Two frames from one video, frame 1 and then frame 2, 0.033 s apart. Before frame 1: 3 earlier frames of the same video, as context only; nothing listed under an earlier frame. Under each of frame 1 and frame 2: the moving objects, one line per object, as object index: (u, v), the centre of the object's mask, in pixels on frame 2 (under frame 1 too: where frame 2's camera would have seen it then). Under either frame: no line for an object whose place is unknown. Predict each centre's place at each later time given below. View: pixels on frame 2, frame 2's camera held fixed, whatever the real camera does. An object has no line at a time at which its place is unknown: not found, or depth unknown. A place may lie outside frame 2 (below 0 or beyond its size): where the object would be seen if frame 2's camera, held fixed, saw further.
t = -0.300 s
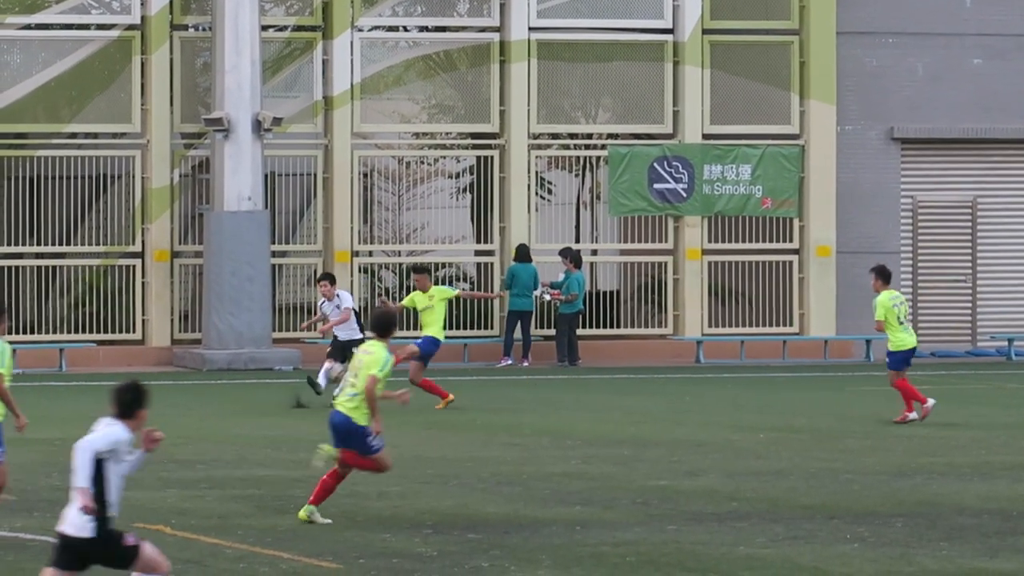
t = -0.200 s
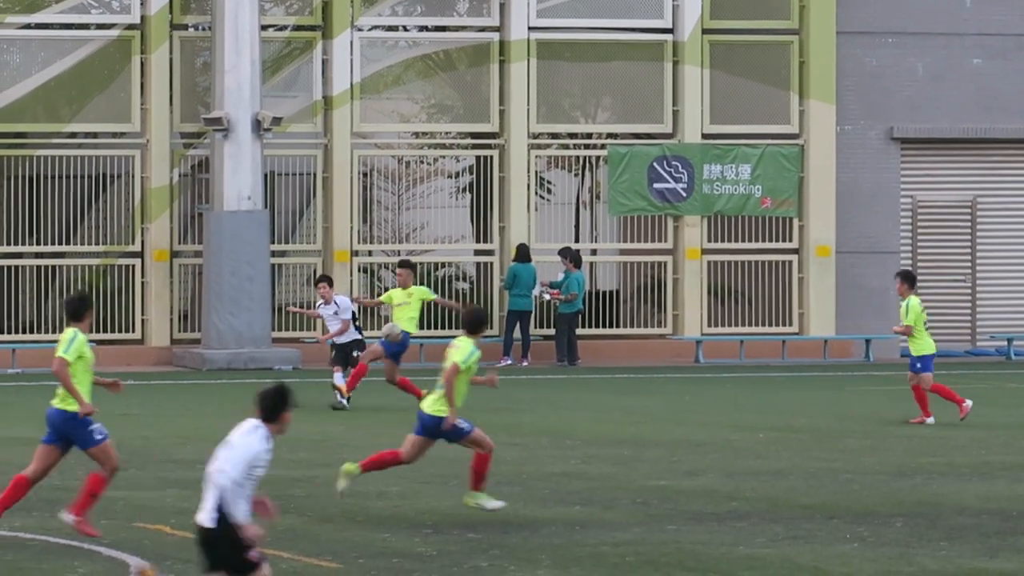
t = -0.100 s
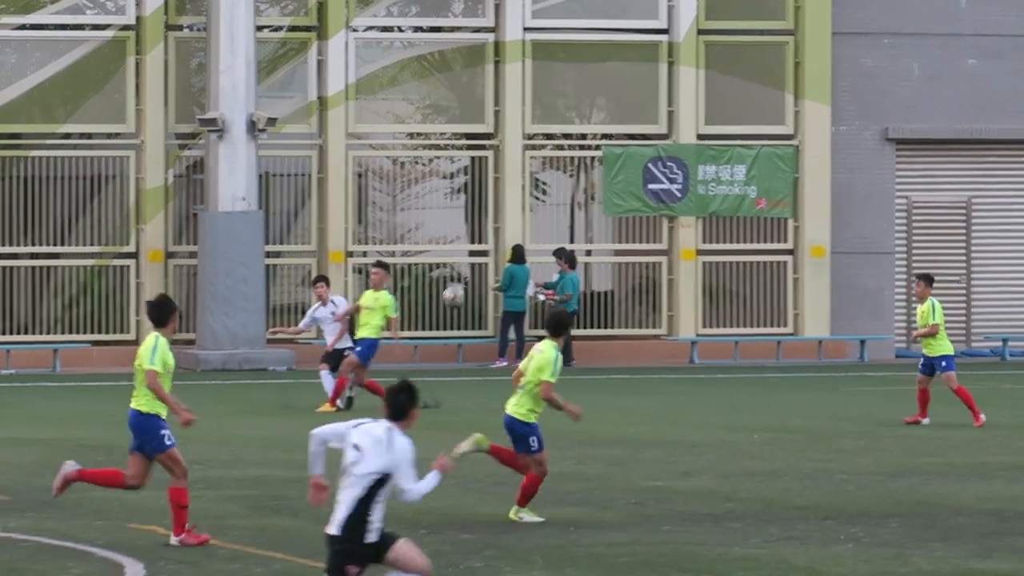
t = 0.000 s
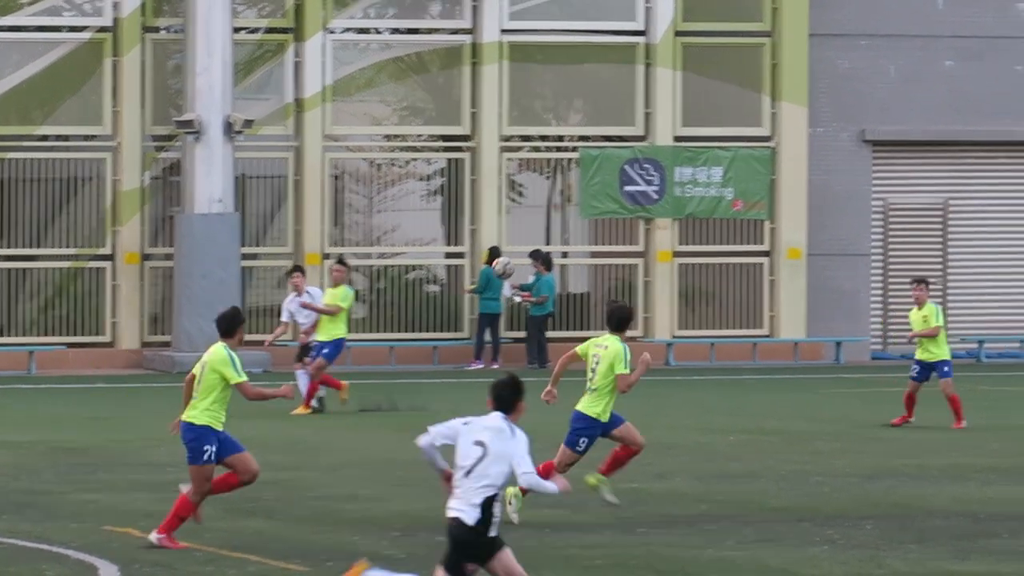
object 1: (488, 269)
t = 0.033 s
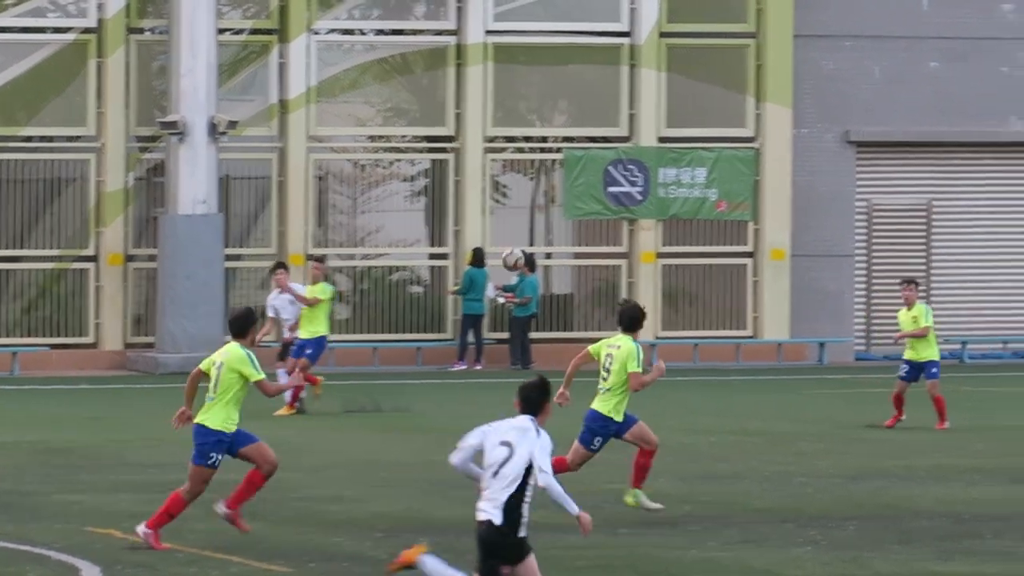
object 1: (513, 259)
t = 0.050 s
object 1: (524, 255)
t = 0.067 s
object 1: (539, 250)
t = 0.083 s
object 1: (552, 247)
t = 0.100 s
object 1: (567, 242)
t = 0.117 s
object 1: (581, 239)
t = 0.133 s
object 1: (595, 235)
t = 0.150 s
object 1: (609, 232)
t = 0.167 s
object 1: (624, 228)
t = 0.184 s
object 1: (639, 225)
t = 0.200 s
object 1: (654, 222)
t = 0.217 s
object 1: (670, 219)
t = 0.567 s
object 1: (1028, 205)
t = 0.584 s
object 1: (1044, 206)
